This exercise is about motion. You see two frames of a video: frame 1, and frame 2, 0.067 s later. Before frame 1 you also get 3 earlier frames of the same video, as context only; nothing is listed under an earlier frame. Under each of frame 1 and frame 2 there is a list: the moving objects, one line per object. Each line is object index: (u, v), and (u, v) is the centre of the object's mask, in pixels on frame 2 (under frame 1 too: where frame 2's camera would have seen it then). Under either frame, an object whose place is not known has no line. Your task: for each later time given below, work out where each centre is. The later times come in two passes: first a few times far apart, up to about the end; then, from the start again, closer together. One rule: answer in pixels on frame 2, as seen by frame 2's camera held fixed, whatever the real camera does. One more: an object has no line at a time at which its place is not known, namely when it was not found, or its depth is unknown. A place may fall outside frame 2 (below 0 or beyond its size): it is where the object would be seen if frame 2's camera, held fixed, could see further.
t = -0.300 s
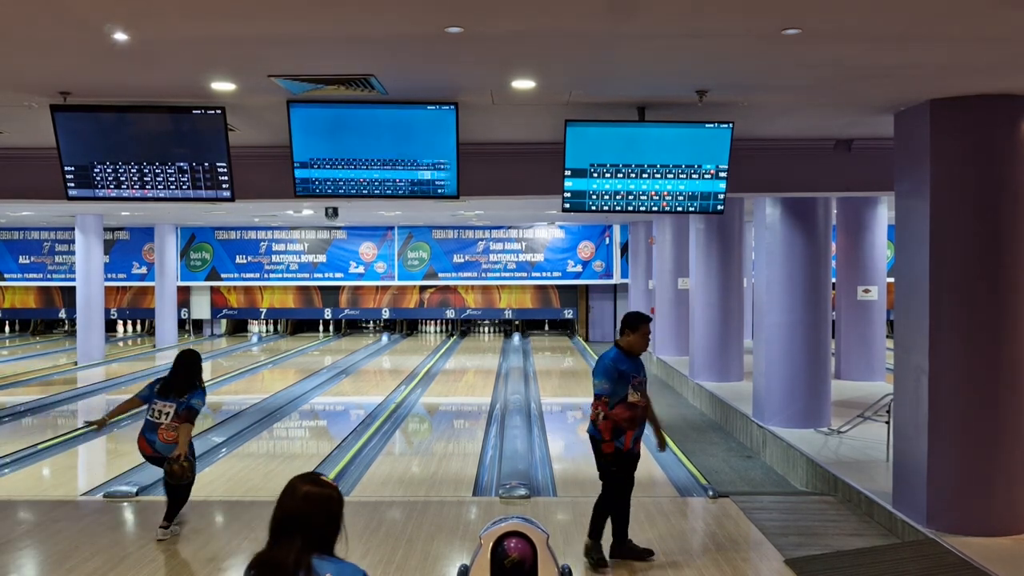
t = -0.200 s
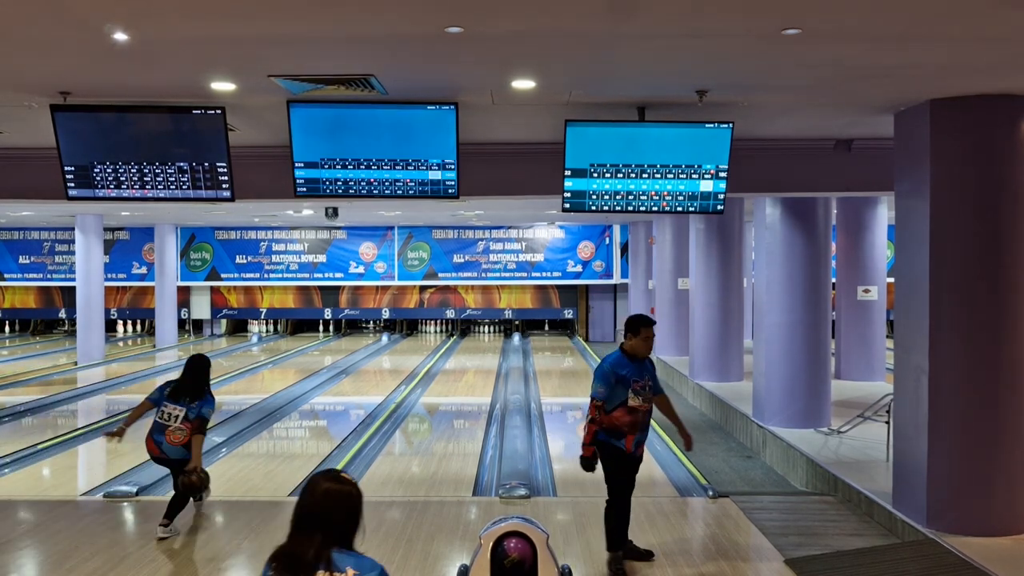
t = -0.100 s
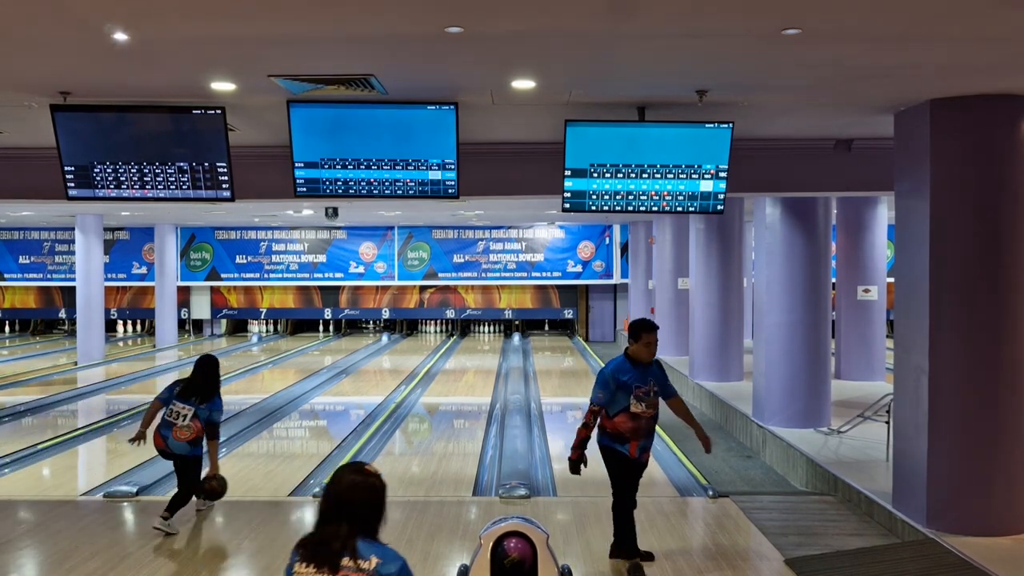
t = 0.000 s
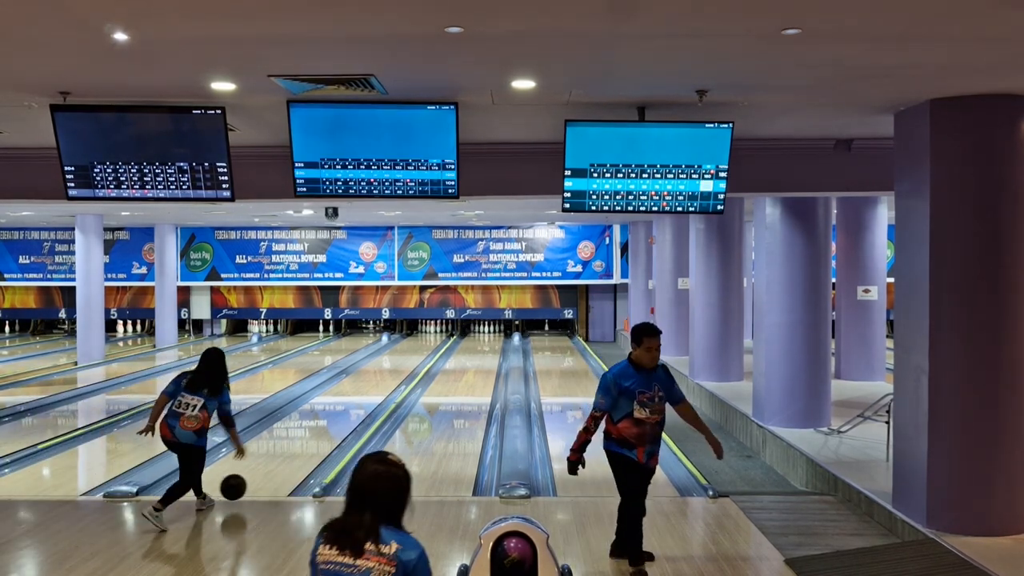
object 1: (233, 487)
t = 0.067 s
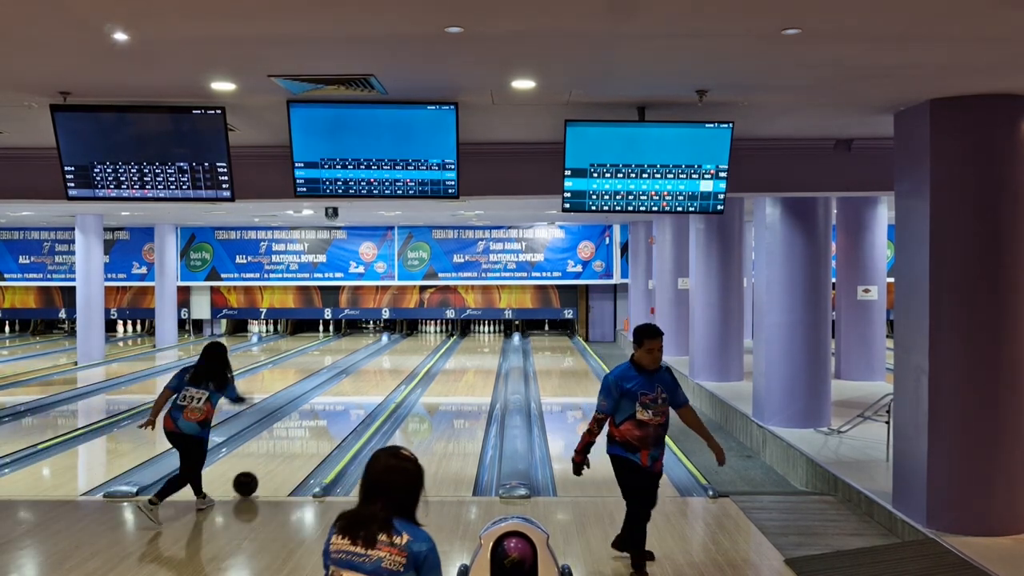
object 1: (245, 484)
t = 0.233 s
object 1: (271, 465)
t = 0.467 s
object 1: (301, 442)
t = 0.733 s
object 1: (327, 422)
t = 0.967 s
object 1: (345, 408)
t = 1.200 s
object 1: (360, 397)
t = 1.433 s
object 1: (373, 387)
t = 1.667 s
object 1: (384, 379)
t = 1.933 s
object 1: (395, 371)
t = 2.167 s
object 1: (403, 364)
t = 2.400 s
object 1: (410, 359)
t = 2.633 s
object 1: (416, 354)
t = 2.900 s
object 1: (422, 350)
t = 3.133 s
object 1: (427, 346)
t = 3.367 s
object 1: (431, 343)
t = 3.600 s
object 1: (434, 340)
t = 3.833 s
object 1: (437, 337)
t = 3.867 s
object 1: (437, 337)
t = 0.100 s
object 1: (251, 479)
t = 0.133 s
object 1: (256, 476)
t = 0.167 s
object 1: (262, 473)
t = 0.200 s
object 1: (267, 469)
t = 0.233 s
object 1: (271, 465)
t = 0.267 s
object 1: (276, 461)
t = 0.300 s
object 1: (281, 458)
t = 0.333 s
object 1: (285, 455)
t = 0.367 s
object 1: (289, 451)
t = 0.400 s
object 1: (293, 448)
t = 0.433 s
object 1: (297, 445)
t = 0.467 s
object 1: (301, 442)
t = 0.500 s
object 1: (304, 440)
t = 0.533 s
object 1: (308, 437)
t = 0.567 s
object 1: (311, 434)
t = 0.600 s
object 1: (314, 432)
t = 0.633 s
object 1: (317, 429)
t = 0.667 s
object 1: (321, 427)
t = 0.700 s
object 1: (324, 425)
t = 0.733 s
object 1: (327, 422)
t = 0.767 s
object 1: (330, 420)
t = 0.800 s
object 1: (332, 418)
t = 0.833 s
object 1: (335, 416)
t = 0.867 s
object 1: (338, 414)
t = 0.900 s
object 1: (340, 412)
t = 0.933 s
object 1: (343, 410)
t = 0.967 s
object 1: (345, 408)
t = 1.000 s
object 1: (347, 407)
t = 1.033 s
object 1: (350, 405)
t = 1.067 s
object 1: (352, 403)
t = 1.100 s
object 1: (354, 401)
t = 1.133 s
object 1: (356, 400)
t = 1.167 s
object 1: (358, 398)
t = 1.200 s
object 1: (360, 397)
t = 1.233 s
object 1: (362, 395)
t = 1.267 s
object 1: (364, 394)
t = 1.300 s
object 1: (366, 392)
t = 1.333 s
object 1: (368, 391)
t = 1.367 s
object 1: (370, 390)
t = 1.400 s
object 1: (372, 388)
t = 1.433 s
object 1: (373, 387)
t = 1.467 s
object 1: (375, 386)
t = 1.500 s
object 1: (377, 385)
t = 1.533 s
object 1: (378, 383)
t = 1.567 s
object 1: (380, 382)
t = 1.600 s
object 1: (382, 381)
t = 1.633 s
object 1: (383, 380)
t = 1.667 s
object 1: (384, 379)
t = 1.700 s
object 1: (386, 378)
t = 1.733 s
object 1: (387, 376)
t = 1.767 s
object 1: (389, 375)
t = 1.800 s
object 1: (390, 375)
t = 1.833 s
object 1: (391, 373)
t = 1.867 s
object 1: (393, 372)
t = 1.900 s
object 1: (394, 372)
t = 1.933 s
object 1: (395, 371)
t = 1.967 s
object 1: (396, 370)
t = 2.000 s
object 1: (398, 369)
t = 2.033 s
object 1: (399, 368)
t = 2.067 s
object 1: (400, 367)
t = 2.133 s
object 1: (402, 365)
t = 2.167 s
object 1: (403, 364)
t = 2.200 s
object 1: (404, 363)
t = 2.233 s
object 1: (405, 363)
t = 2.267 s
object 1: (406, 362)
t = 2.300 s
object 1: (407, 361)
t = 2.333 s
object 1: (408, 360)
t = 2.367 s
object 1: (409, 360)
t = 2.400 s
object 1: (410, 359)
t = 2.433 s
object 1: (411, 358)
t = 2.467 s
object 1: (412, 358)
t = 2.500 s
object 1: (413, 357)
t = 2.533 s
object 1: (414, 356)
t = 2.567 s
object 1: (415, 356)
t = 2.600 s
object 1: (415, 355)
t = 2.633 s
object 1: (416, 354)
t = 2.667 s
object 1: (417, 354)
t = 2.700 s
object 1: (418, 353)
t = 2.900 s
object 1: (422, 350)
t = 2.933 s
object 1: (423, 349)
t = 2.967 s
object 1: (424, 348)
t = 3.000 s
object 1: (424, 348)
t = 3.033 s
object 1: (425, 347)
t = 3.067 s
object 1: (426, 347)
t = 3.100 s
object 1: (426, 346)
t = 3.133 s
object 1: (427, 346)
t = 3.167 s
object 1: (428, 346)
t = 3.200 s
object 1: (428, 345)
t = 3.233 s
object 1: (429, 344)
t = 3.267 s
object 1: (429, 344)
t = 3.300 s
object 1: (430, 344)
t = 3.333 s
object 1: (430, 343)
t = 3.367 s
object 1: (431, 343)
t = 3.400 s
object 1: (431, 342)
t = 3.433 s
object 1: (432, 342)
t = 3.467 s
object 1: (432, 342)
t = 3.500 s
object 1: (433, 341)
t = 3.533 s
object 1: (433, 341)
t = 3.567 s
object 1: (434, 340)
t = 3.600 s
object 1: (434, 340)
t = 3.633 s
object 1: (434, 339)
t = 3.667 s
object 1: (435, 339)
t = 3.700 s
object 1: (435, 339)
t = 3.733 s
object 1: (435, 338)
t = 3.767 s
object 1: (436, 338)
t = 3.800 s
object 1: (436, 338)
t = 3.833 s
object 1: (437, 337)
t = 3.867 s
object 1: (437, 337)
